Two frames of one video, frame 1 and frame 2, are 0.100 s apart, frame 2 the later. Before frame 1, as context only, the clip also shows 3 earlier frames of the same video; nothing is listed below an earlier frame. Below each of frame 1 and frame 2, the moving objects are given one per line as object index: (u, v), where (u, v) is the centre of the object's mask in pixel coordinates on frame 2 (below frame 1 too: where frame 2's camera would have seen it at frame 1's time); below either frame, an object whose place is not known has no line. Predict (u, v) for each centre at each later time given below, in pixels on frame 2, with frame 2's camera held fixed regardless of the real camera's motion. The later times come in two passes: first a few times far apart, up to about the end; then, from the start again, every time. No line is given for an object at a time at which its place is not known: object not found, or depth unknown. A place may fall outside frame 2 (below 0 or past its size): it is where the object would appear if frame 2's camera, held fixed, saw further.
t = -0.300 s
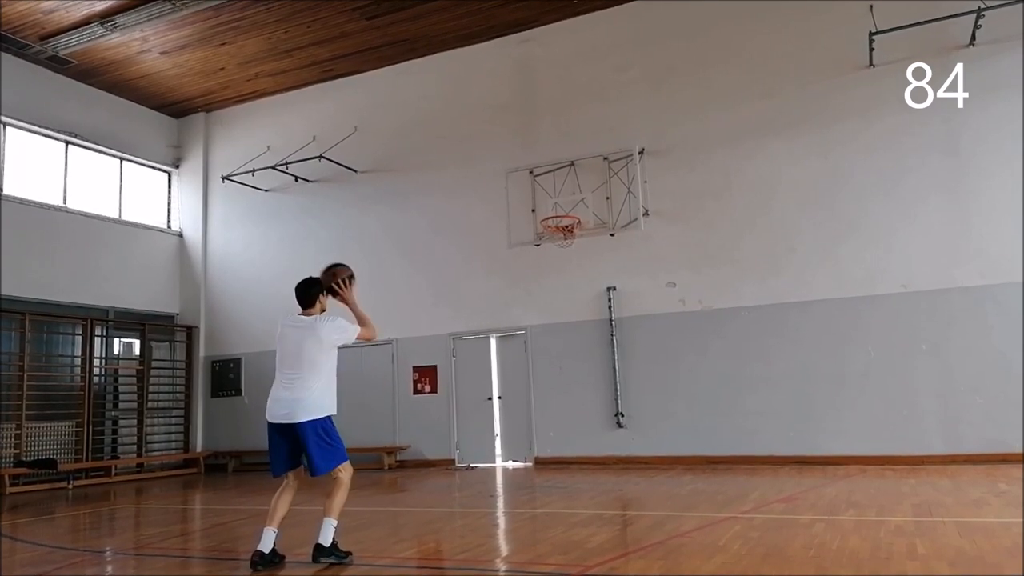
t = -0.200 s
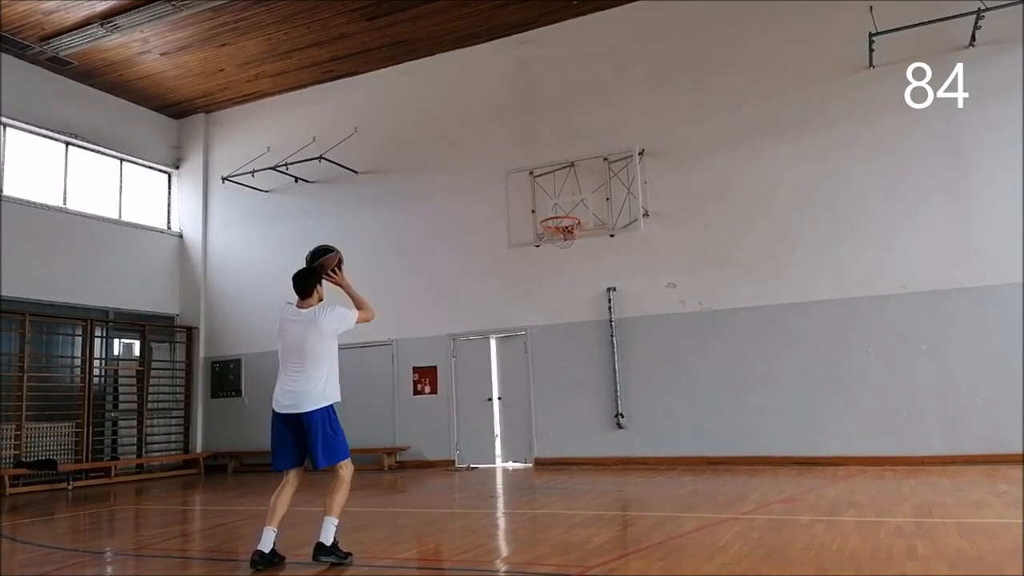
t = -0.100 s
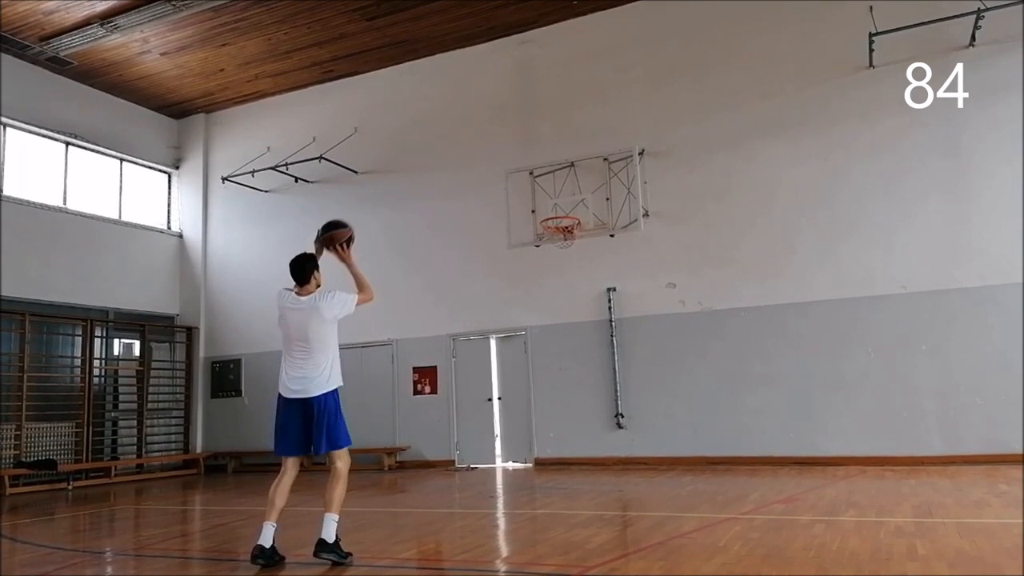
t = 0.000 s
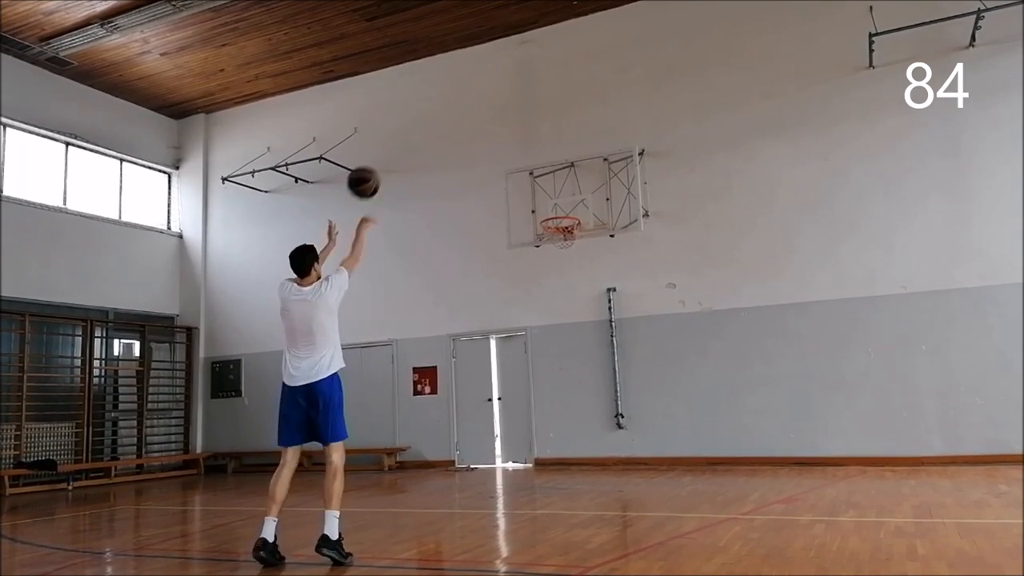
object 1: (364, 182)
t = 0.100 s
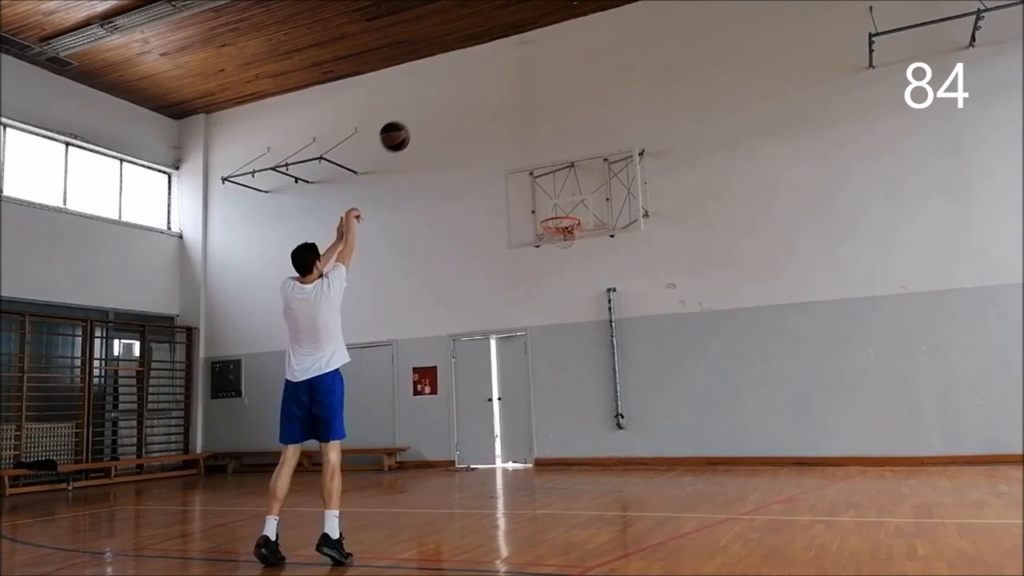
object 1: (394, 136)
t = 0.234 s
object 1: (430, 100)
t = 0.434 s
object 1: (474, 88)
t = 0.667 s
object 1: (517, 122)
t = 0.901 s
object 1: (553, 192)
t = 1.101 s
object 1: (559, 243)
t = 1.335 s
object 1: (528, 276)
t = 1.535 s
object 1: (503, 345)
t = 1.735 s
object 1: (476, 458)
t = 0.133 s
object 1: (404, 125)
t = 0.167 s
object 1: (413, 115)
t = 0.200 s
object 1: (422, 107)
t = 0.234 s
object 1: (430, 100)
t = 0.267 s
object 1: (438, 95)
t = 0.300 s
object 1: (446, 91)
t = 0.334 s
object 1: (453, 89)
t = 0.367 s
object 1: (461, 88)
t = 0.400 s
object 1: (467, 88)
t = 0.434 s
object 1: (474, 88)
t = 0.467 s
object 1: (481, 91)
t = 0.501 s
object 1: (487, 93)
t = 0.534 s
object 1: (493, 97)
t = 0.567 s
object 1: (500, 102)
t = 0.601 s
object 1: (506, 108)
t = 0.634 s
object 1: (511, 114)
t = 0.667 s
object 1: (517, 122)
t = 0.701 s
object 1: (522, 130)
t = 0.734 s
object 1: (528, 138)
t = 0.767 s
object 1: (533, 148)
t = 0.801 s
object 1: (538, 158)
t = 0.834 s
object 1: (543, 169)
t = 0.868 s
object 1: (548, 180)
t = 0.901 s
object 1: (553, 192)
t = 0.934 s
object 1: (558, 204)
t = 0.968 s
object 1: (563, 218)
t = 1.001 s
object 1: (567, 229)
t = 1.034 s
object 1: (567, 241)
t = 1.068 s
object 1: (563, 242)
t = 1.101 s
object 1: (559, 243)
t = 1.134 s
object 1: (555, 245)
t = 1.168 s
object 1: (550, 247)
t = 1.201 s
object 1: (546, 251)
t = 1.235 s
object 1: (542, 256)
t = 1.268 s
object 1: (537, 261)
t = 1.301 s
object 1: (533, 268)
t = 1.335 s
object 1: (528, 276)
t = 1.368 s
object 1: (524, 284)
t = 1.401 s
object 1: (520, 294)
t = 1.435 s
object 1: (515, 305)
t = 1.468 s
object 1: (511, 317)
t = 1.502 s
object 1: (507, 330)
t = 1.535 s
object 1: (503, 345)
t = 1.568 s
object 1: (498, 360)
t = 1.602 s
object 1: (494, 377)
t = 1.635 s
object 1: (489, 395)
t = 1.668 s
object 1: (485, 414)
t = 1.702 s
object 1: (481, 436)
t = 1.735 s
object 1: (476, 458)
